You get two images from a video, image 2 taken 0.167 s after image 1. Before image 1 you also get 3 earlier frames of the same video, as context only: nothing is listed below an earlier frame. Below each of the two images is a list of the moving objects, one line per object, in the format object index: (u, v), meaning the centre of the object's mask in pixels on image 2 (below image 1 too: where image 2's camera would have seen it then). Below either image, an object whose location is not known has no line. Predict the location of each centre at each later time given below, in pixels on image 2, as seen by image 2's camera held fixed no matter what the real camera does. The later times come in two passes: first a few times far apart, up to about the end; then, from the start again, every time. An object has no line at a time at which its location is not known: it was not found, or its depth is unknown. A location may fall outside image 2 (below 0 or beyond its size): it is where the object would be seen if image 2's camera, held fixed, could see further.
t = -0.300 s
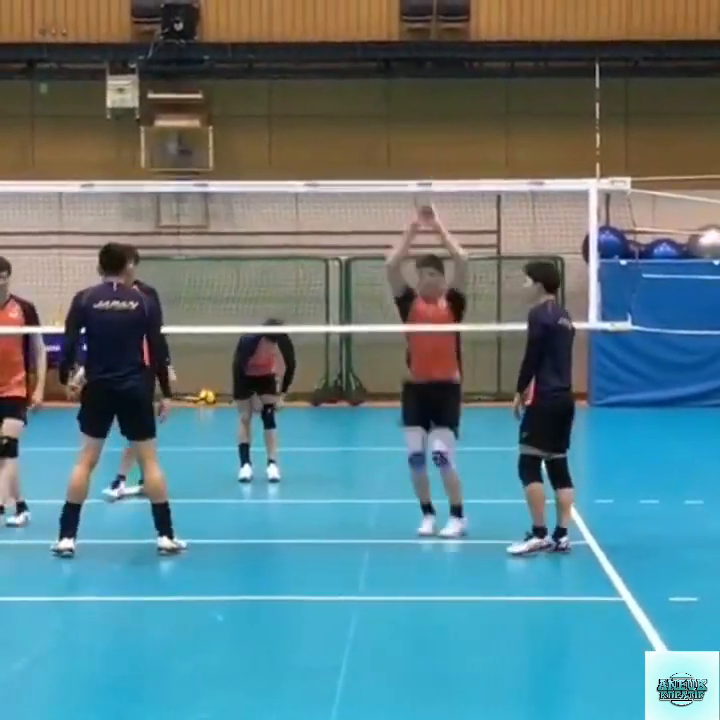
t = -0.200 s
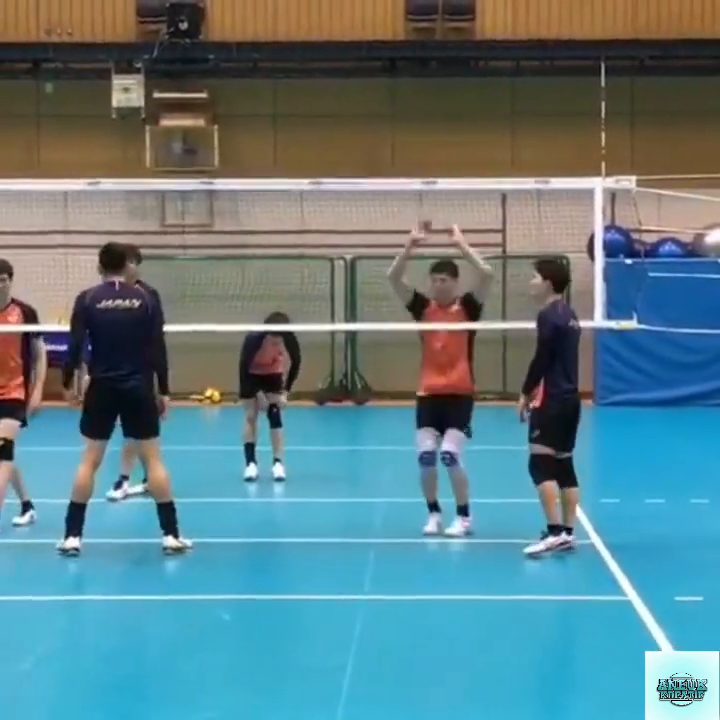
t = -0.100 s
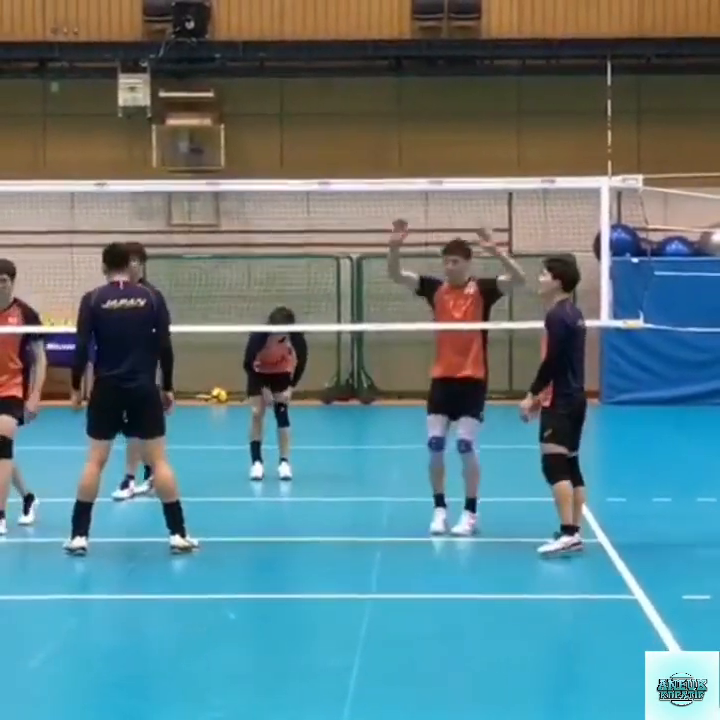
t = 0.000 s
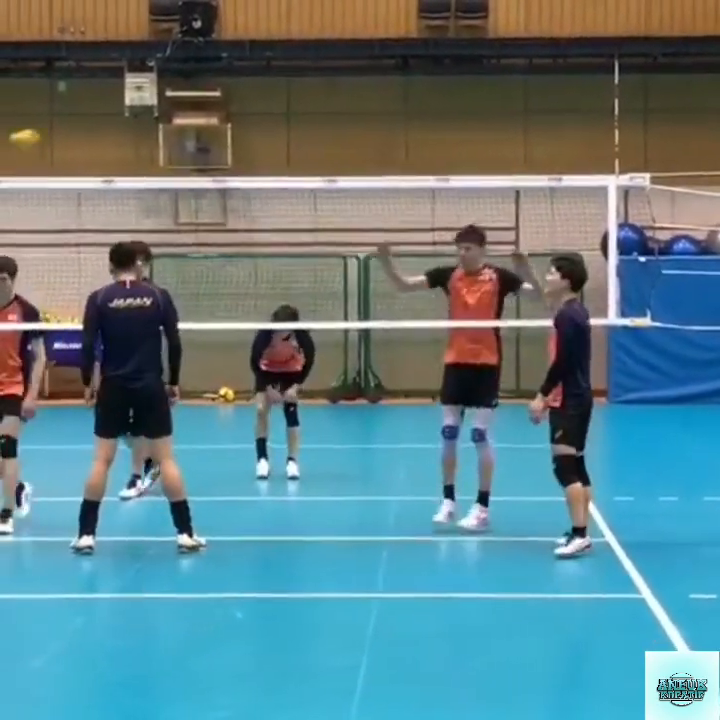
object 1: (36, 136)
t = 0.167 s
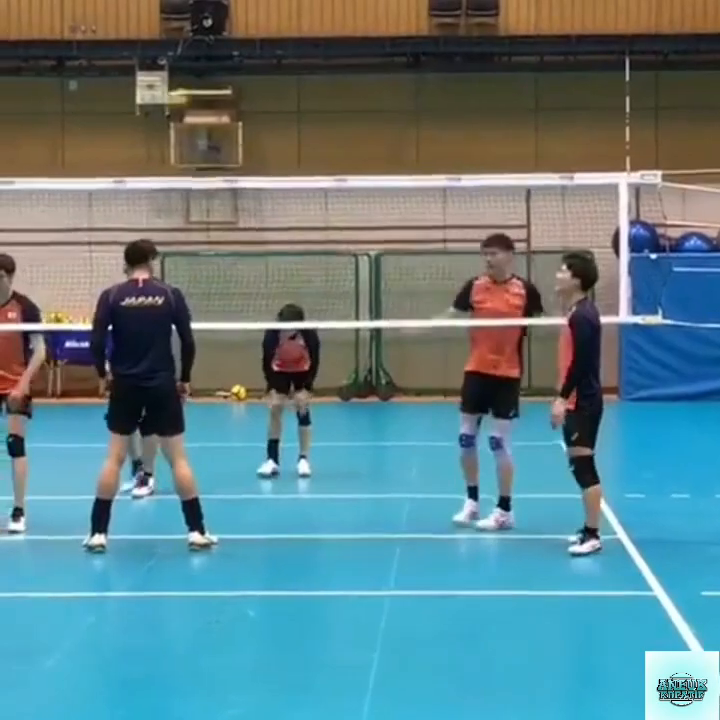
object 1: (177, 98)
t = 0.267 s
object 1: (257, 83)
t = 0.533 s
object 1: (465, 86)
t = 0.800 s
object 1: (659, 135)
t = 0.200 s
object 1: (203, 93)
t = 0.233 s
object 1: (231, 89)
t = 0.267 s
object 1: (257, 83)
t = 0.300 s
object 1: (284, 81)
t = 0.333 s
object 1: (310, 79)
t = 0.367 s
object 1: (337, 78)
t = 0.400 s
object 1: (362, 77)
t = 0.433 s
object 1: (389, 78)
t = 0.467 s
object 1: (415, 79)
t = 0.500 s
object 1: (439, 83)
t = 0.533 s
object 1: (465, 86)
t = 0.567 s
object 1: (491, 89)
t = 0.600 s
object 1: (515, 93)
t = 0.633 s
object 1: (540, 99)
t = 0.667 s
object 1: (565, 104)
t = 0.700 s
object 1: (590, 111)
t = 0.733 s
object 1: (614, 119)
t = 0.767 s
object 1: (640, 126)
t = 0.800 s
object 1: (659, 135)
